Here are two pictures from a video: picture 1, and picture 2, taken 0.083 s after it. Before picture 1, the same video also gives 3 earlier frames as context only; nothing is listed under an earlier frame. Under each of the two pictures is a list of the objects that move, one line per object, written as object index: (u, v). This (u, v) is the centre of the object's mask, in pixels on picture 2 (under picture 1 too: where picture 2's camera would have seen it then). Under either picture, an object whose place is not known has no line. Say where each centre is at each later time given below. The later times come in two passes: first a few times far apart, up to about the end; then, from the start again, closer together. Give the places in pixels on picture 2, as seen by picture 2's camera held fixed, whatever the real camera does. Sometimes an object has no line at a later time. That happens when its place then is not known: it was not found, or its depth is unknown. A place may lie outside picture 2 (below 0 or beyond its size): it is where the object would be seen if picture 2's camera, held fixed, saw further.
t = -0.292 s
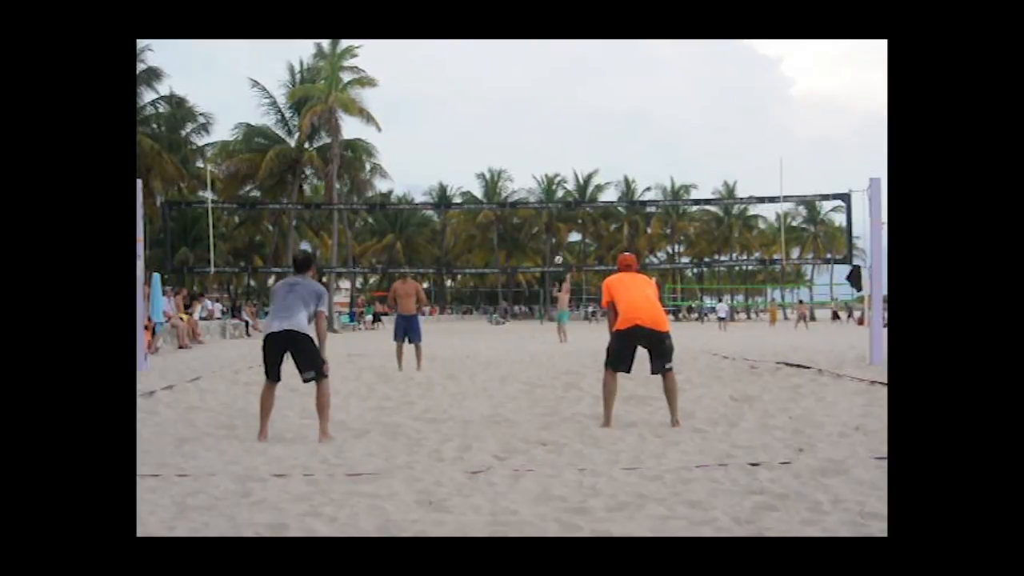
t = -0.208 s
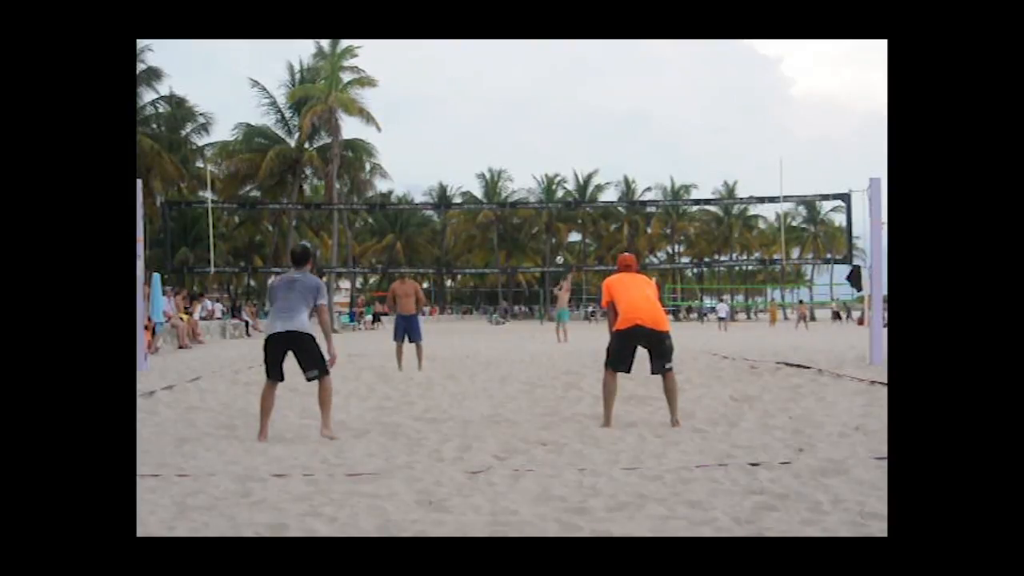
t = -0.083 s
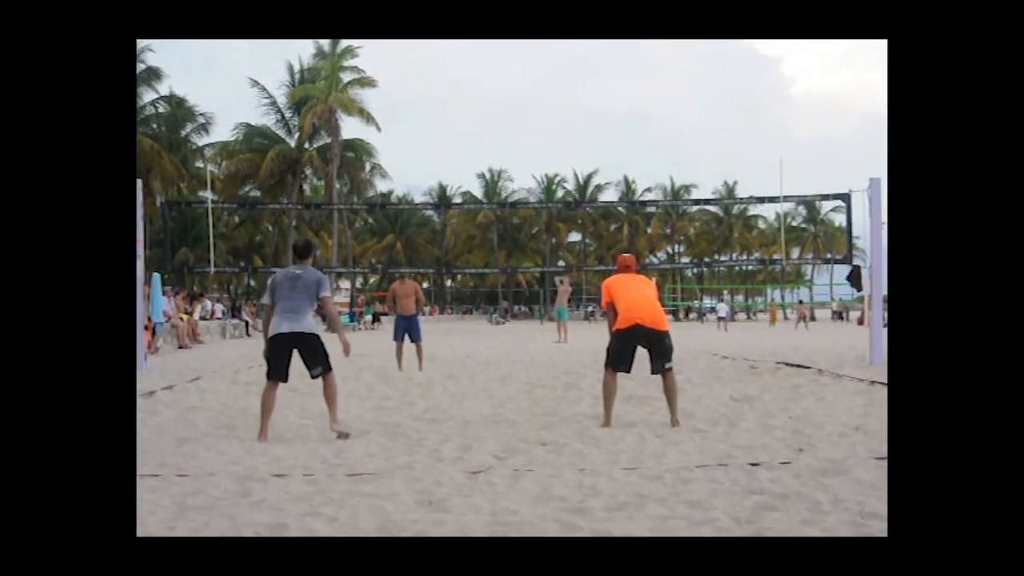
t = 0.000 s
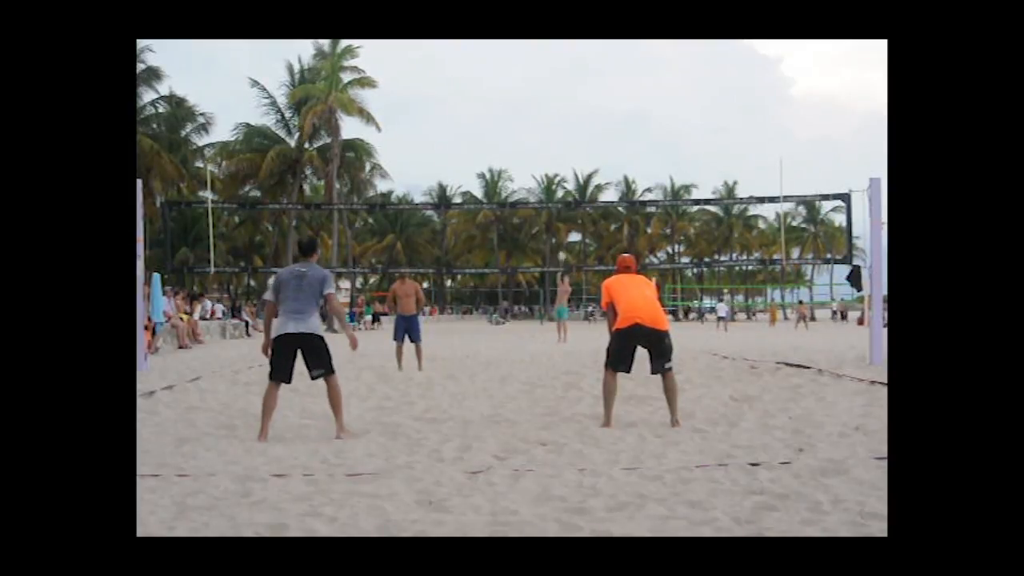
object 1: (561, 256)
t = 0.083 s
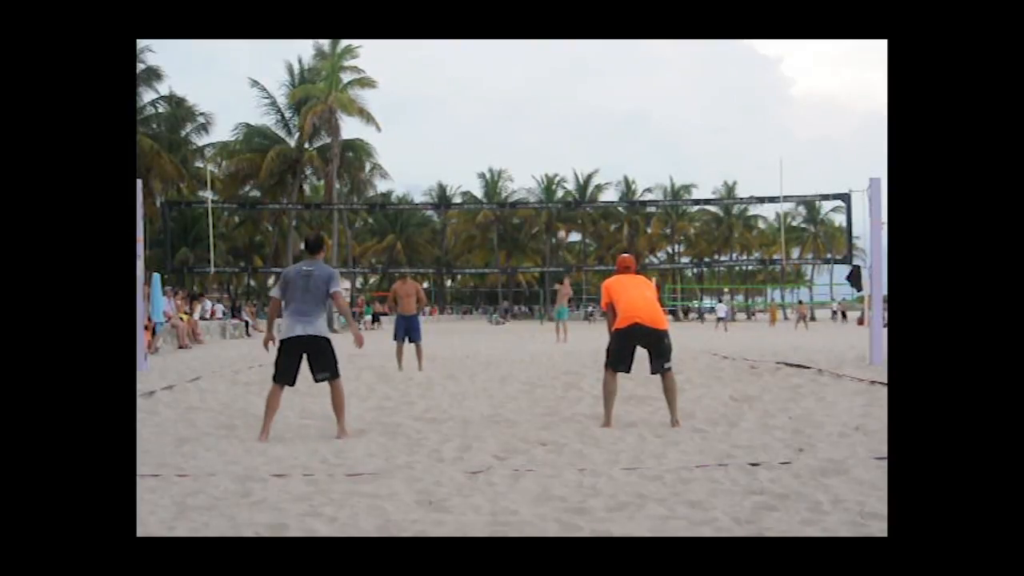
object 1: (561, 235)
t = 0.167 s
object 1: (561, 212)
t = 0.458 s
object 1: (570, 148)
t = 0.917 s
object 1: (616, 84)
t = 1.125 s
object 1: (653, 83)
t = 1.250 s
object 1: (683, 98)
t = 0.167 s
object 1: (561, 212)
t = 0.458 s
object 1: (570, 148)
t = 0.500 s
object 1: (573, 139)
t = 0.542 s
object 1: (576, 132)
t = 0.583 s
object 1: (579, 125)
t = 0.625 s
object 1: (582, 117)
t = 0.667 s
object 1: (586, 112)
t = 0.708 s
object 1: (590, 106)
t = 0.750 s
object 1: (595, 100)
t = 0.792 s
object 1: (600, 95)
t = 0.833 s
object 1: (605, 91)
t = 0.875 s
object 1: (610, 87)
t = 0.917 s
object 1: (616, 84)
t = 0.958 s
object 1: (623, 82)
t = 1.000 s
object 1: (630, 81)
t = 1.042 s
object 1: (637, 80)
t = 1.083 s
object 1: (645, 81)
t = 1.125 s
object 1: (653, 83)
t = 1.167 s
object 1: (663, 86)
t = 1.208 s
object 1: (673, 91)
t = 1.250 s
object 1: (683, 98)
